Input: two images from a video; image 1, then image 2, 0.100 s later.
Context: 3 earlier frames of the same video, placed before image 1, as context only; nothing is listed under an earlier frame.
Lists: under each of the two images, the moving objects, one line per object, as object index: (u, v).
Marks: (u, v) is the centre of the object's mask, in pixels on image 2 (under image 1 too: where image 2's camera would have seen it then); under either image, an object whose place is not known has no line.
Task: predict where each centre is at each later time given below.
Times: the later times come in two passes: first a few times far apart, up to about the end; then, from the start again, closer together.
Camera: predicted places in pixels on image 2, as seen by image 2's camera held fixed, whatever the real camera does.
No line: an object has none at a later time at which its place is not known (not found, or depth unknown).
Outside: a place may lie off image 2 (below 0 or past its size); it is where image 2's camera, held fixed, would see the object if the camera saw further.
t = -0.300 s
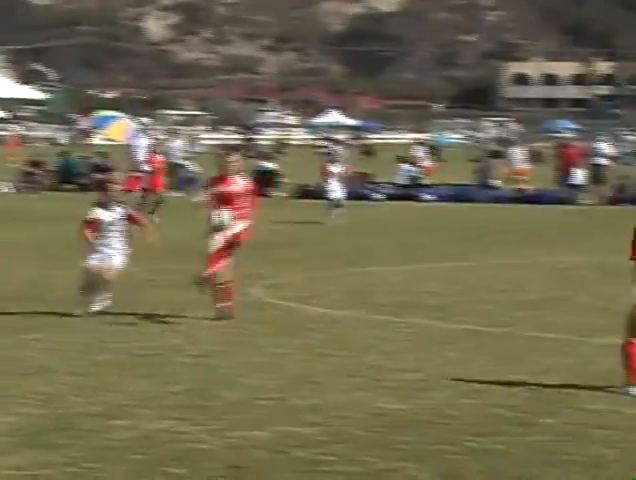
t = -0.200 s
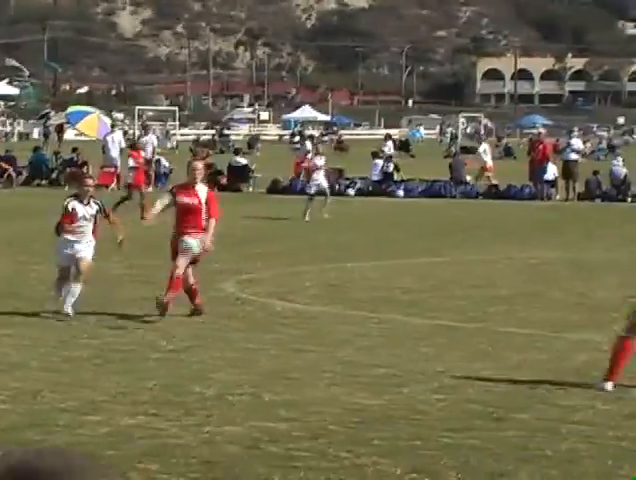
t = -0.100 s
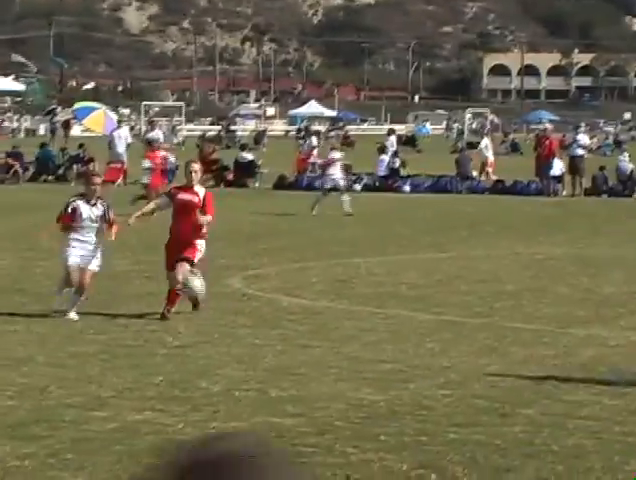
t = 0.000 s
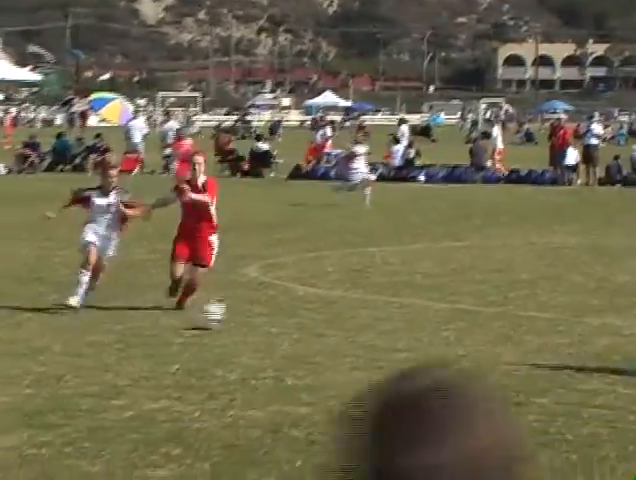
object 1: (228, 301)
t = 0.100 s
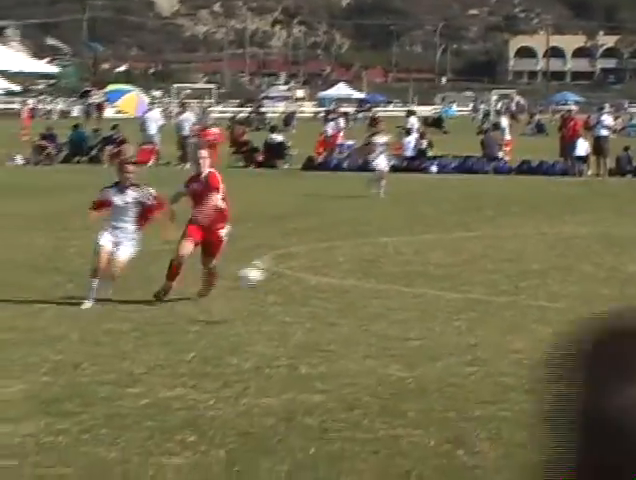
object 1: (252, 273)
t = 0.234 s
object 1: (286, 256)
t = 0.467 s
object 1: (350, 272)
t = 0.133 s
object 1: (261, 268)
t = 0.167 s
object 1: (270, 263)
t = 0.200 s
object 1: (277, 258)
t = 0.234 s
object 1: (286, 256)
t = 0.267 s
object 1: (296, 254)
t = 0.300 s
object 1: (305, 254)
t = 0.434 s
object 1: (341, 266)
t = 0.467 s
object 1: (350, 272)
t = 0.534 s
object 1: (369, 289)
